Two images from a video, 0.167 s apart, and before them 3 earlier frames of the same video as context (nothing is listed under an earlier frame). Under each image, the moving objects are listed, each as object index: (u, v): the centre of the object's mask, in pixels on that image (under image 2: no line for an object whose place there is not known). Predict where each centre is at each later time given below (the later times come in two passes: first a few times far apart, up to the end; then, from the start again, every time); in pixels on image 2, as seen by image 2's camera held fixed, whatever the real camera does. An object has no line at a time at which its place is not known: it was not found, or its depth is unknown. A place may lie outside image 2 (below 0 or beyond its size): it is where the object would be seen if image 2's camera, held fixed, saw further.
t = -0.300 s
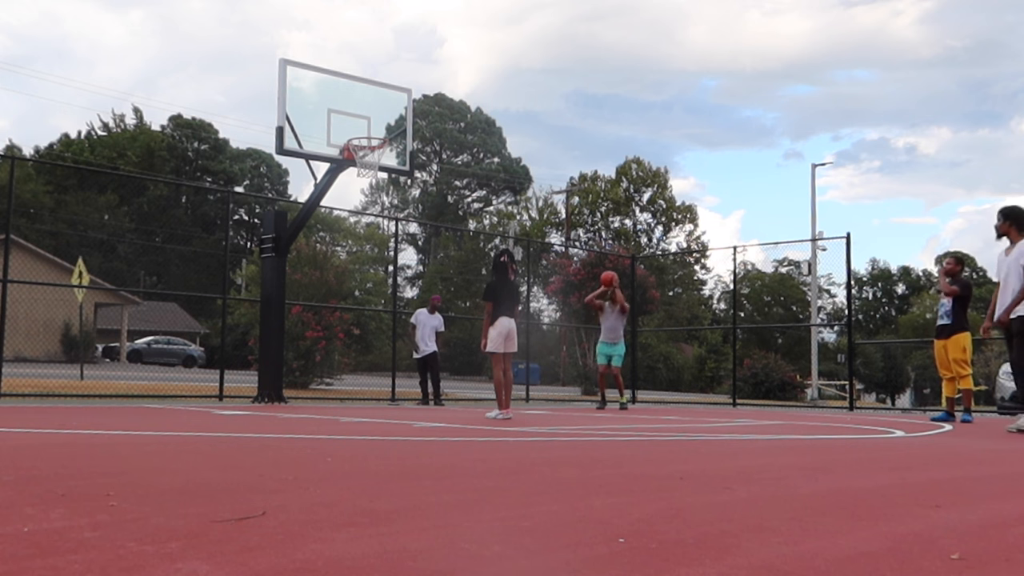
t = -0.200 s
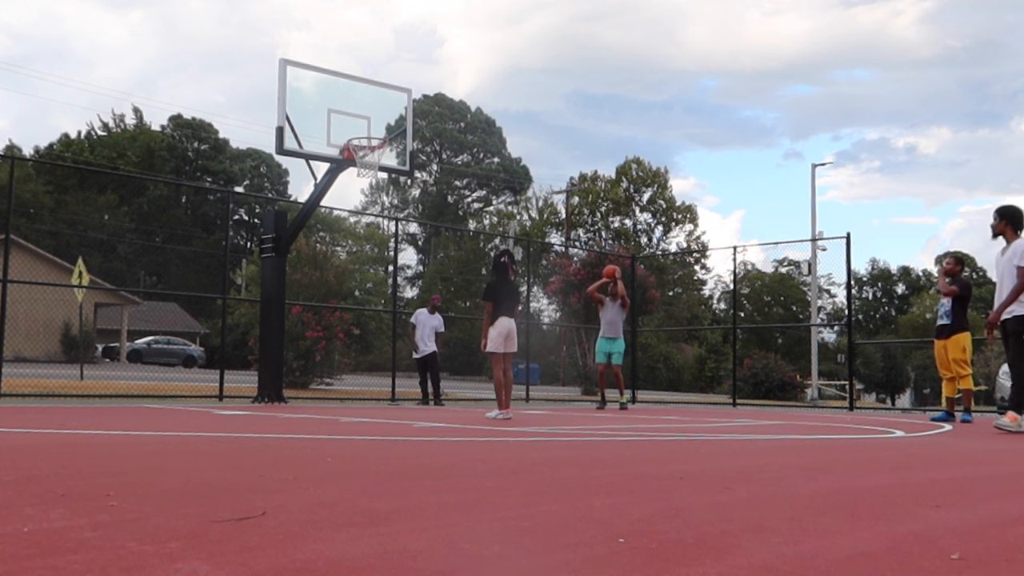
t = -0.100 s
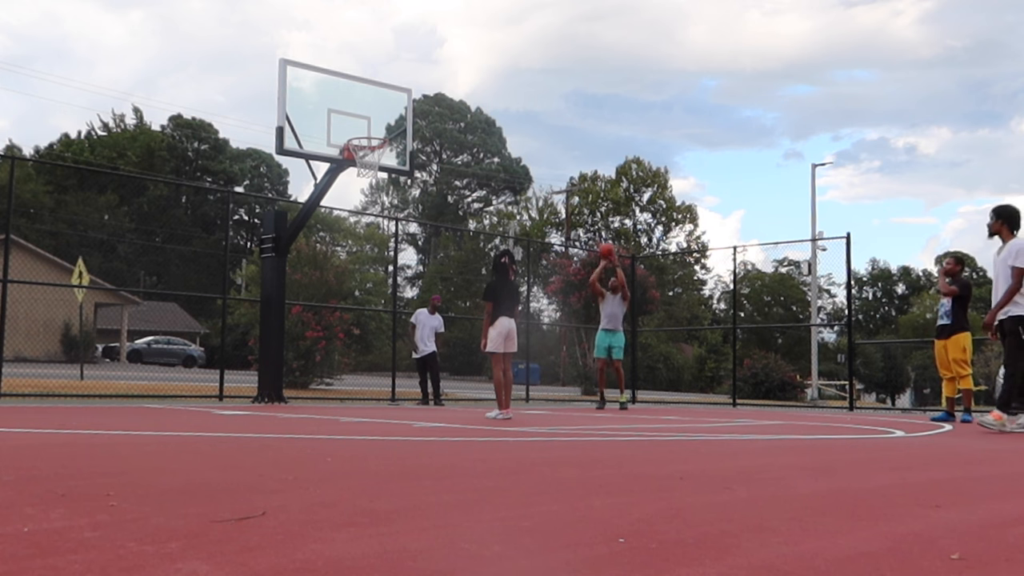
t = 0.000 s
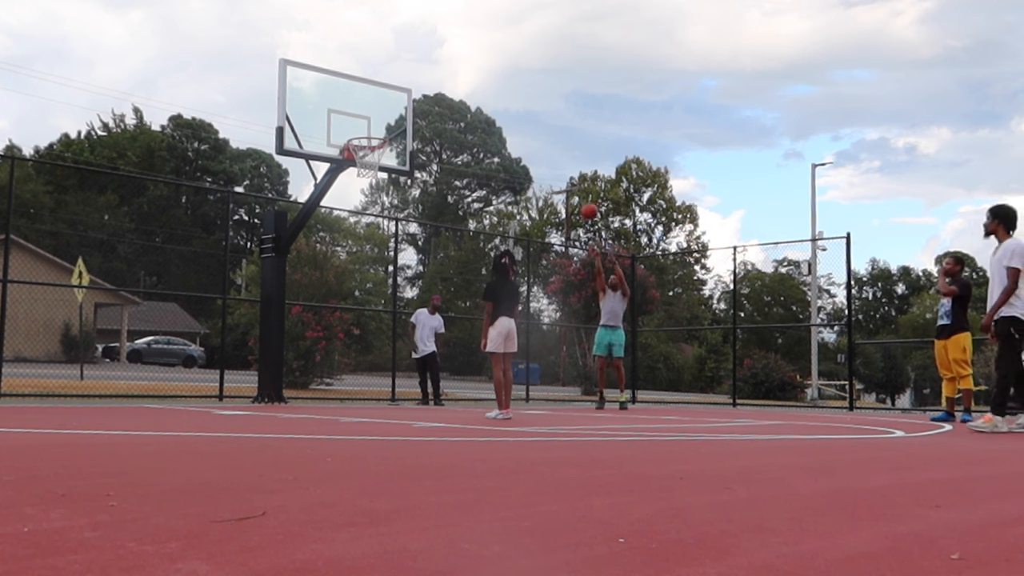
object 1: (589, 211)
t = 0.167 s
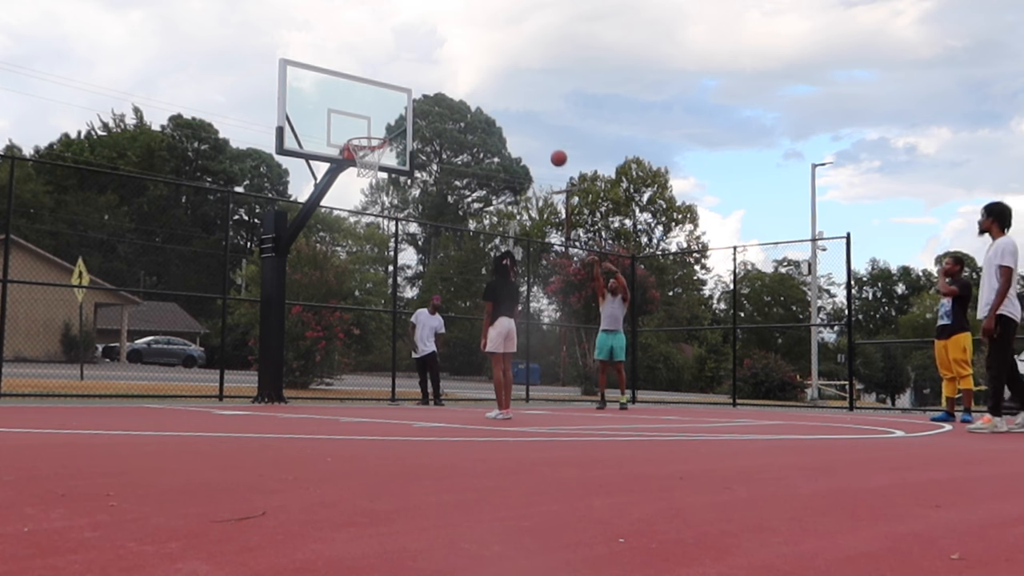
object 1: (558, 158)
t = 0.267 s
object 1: (539, 134)
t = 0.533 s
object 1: (483, 103)
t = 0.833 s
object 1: (411, 131)
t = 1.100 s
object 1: (439, 215)
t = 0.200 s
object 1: (552, 149)
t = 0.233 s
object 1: (546, 141)
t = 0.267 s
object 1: (539, 134)
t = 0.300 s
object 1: (532, 128)
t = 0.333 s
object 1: (526, 122)
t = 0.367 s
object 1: (519, 117)
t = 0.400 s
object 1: (512, 113)
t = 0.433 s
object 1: (505, 109)
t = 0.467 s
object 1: (498, 106)
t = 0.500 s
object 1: (490, 104)
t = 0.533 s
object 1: (483, 103)
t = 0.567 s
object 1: (476, 103)
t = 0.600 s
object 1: (468, 103)
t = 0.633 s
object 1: (460, 104)
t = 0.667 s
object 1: (452, 106)
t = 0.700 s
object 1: (444, 108)
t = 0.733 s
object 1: (436, 112)
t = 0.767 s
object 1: (428, 118)
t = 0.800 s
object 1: (420, 123)
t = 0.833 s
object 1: (411, 131)
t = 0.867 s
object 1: (402, 139)
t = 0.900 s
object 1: (398, 147)
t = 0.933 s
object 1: (405, 157)
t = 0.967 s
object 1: (412, 166)
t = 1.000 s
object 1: (419, 177)
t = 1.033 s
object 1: (426, 189)
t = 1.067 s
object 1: (433, 202)
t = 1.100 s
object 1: (439, 215)
